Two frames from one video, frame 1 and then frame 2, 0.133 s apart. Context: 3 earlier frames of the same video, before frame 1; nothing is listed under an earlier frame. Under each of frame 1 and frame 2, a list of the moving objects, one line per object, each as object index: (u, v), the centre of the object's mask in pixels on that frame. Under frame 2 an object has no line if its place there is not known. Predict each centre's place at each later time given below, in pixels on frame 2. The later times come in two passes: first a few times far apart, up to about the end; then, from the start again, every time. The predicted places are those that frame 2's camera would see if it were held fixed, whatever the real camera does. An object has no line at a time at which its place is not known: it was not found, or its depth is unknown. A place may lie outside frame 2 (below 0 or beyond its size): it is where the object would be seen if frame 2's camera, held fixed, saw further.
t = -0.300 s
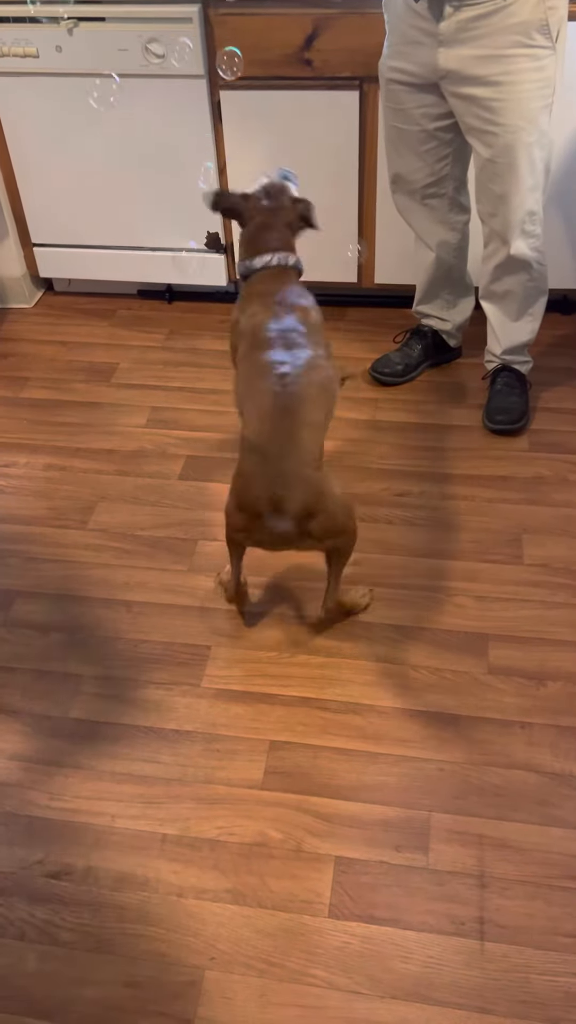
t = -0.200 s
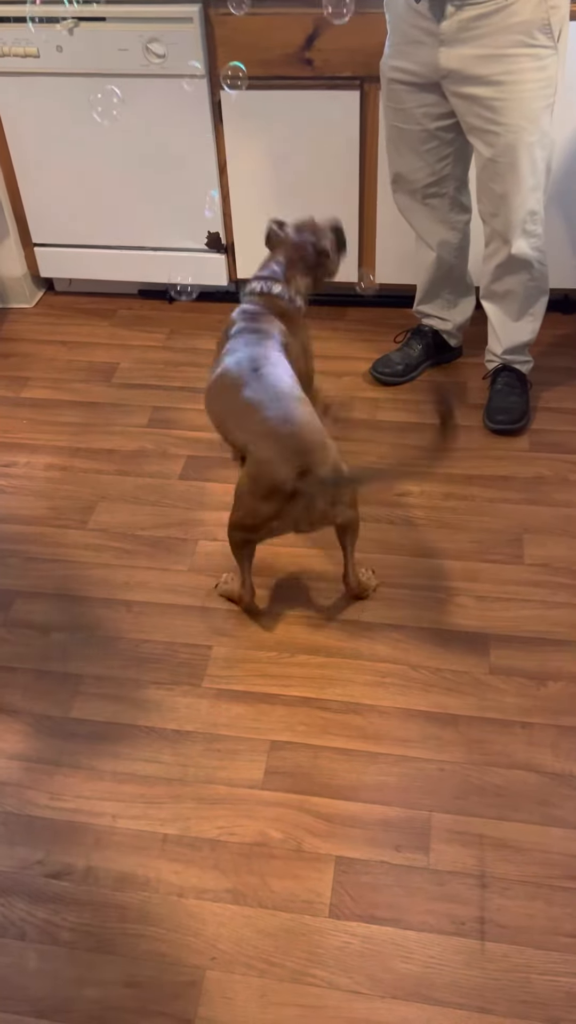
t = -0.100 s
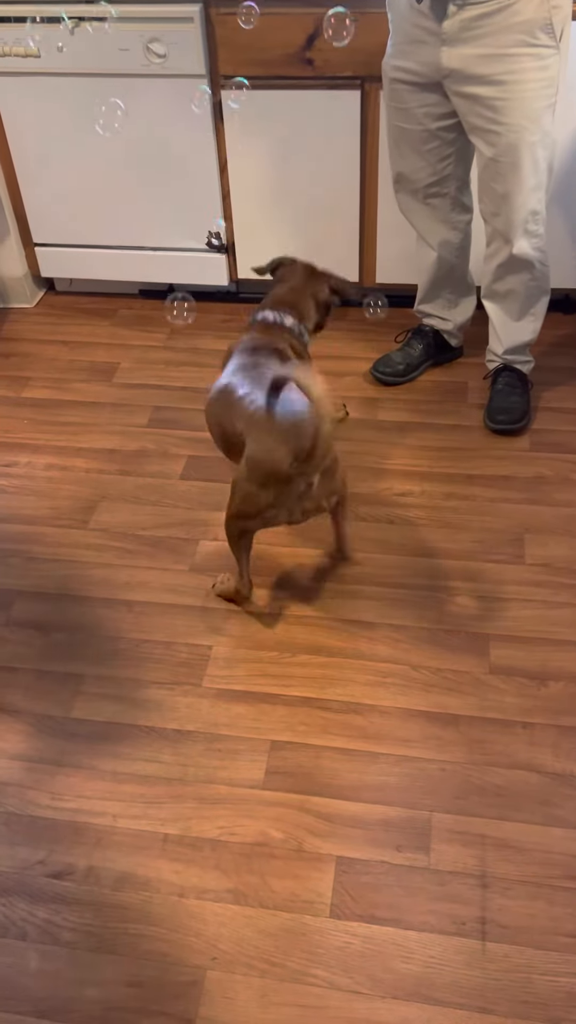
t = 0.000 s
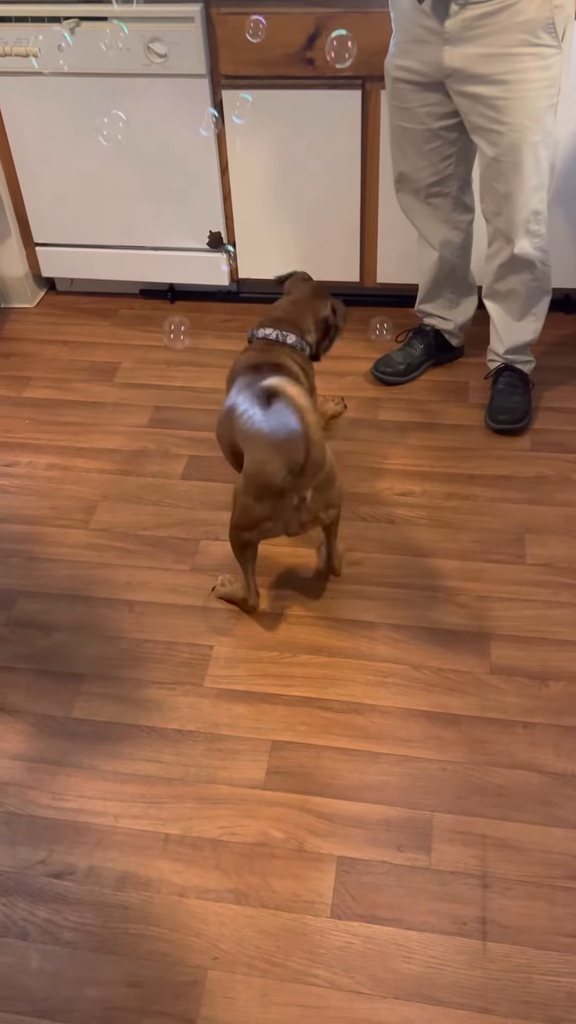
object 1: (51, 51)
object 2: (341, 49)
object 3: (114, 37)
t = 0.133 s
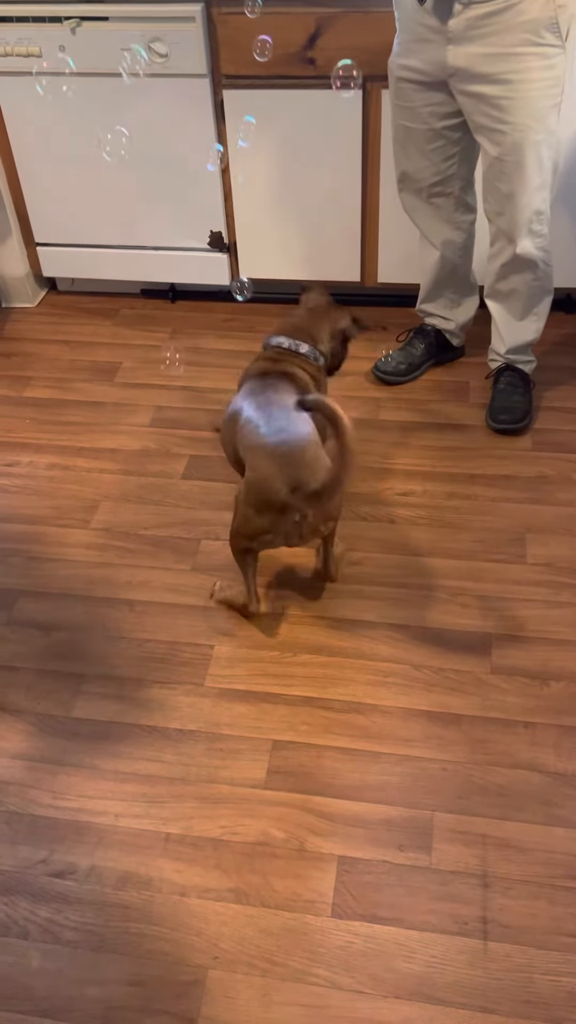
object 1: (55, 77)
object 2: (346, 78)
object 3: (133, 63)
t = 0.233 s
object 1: (58, 98)
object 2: (352, 98)
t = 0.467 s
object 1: (70, 152)
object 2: (365, 144)
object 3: (163, 116)
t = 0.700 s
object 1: (83, 209)
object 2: (373, 197)
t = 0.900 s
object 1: (93, 258)
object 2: (381, 250)
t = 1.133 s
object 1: (97, 310)
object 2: (385, 302)
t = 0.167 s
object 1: (56, 84)
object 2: (348, 85)
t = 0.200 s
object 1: (57, 92)
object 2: (350, 91)
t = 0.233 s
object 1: (58, 98)
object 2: (352, 98)
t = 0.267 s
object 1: (60, 105)
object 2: (355, 105)
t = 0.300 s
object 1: (62, 114)
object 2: (356, 112)
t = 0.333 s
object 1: (63, 121)
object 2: (358, 119)
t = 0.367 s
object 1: (64, 129)
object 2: (360, 125)
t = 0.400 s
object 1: (67, 136)
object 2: (362, 130)
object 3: (158, 105)
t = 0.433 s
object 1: (68, 143)
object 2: (364, 136)
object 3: (160, 110)
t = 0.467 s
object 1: (70, 152)
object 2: (365, 144)
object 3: (163, 116)
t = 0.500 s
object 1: (72, 160)
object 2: (367, 151)
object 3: (165, 121)
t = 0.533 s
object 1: (74, 168)
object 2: (368, 158)
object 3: (167, 126)
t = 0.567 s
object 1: (76, 176)
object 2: (370, 165)
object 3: (169, 132)
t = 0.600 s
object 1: (78, 184)
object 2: (370, 172)
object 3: (171, 137)
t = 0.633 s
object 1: (79, 192)
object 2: (371, 179)
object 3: (173, 143)
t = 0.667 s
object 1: (81, 200)
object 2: (371, 189)
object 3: (174, 148)
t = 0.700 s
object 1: (83, 209)
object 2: (373, 197)
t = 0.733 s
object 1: (85, 217)
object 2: (375, 206)
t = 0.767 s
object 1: (87, 225)
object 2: (377, 215)
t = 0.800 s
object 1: (88, 231)
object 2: (378, 224)
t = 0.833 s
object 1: (89, 239)
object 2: (380, 233)
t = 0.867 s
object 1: (91, 249)
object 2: (381, 241)
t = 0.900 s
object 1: (93, 258)
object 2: (381, 250)
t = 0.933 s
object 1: (94, 265)
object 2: (381, 257)
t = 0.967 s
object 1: (95, 272)
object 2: (381, 265)
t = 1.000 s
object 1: (97, 281)
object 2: (382, 273)
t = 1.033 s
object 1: (98, 289)
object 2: (382, 281)
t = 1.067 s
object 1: (98, 296)
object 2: (384, 288)
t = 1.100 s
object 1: (97, 302)
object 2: (385, 295)
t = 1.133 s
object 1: (97, 310)
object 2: (385, 302)
